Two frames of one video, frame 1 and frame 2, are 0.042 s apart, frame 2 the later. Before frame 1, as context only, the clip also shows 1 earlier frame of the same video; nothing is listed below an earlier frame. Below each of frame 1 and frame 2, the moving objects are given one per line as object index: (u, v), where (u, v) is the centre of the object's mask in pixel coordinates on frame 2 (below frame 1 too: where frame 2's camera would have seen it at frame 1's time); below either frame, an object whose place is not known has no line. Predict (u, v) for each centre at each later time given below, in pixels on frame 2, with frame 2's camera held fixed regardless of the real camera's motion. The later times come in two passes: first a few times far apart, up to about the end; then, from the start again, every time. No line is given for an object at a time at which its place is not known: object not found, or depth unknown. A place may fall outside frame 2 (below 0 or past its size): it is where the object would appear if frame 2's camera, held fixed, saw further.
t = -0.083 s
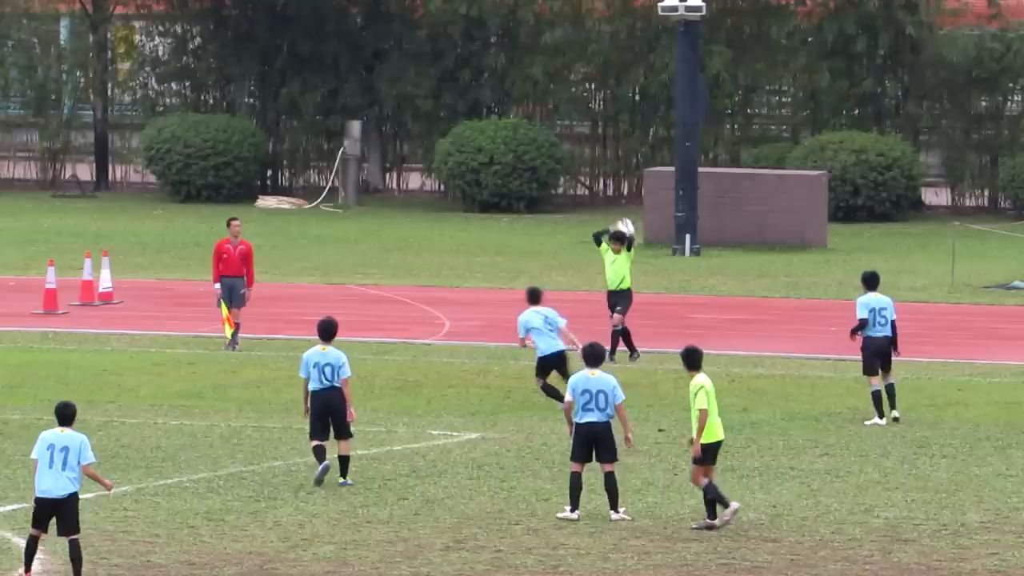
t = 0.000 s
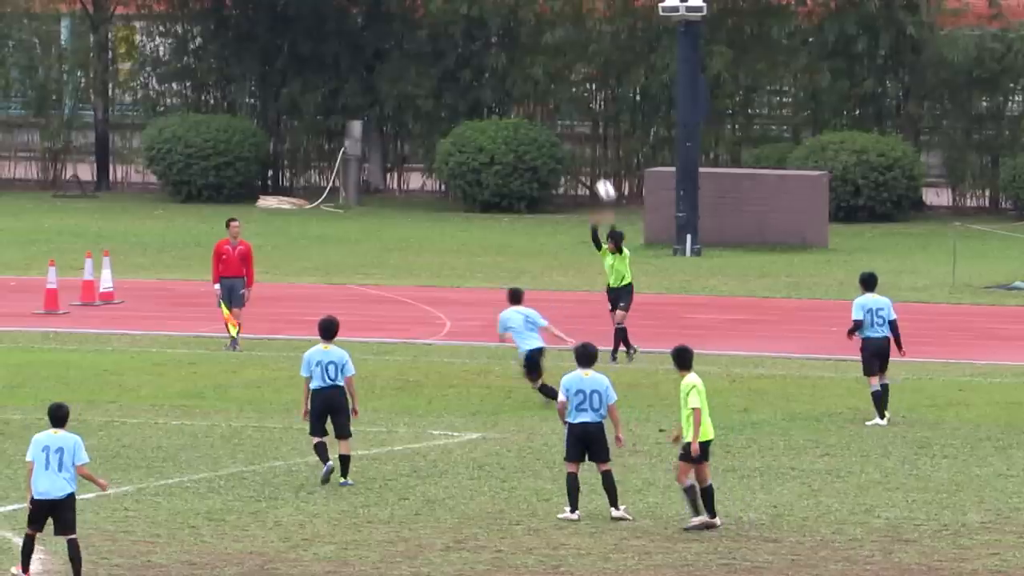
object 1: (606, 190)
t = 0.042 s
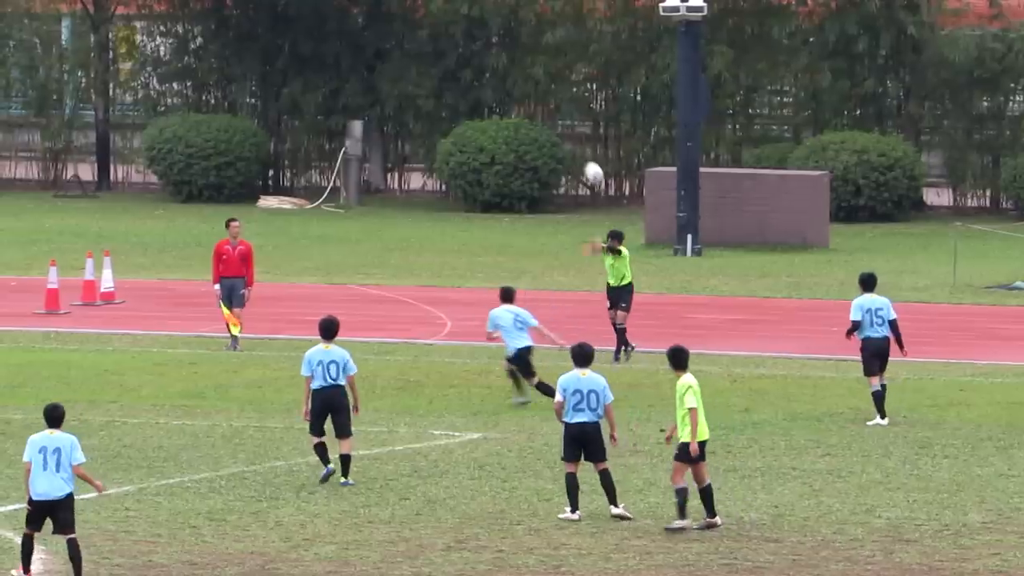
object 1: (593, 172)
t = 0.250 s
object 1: (529, 101)
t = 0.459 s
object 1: (462, 62)
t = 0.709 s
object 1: (377, 61)
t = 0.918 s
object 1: (304, 99)
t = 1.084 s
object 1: (244, 158)
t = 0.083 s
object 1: (580, 155)
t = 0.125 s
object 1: (567, 140)
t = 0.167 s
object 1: (554, 125)
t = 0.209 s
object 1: (542, 113)
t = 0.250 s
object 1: (529, 101)
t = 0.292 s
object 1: (516, 91)
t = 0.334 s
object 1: (502, 81)
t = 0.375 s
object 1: (489, 74)
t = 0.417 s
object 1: (475, 68)
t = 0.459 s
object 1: (462, 62)
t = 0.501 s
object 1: (448, 59)
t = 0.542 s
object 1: (434, 56)
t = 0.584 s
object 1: (420, 55)
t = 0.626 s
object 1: (406, 56)
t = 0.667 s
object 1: (392, 57)
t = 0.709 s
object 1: (377, 61)
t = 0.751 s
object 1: (363, 65)
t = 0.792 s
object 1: (349, 71)
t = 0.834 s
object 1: (335, 79)
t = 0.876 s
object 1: (320, 88)
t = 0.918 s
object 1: (304, 99)
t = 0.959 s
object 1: (290, 111)
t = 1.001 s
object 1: (275, 125)
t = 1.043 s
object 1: (259, 141)
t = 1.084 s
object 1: (244, 158)
